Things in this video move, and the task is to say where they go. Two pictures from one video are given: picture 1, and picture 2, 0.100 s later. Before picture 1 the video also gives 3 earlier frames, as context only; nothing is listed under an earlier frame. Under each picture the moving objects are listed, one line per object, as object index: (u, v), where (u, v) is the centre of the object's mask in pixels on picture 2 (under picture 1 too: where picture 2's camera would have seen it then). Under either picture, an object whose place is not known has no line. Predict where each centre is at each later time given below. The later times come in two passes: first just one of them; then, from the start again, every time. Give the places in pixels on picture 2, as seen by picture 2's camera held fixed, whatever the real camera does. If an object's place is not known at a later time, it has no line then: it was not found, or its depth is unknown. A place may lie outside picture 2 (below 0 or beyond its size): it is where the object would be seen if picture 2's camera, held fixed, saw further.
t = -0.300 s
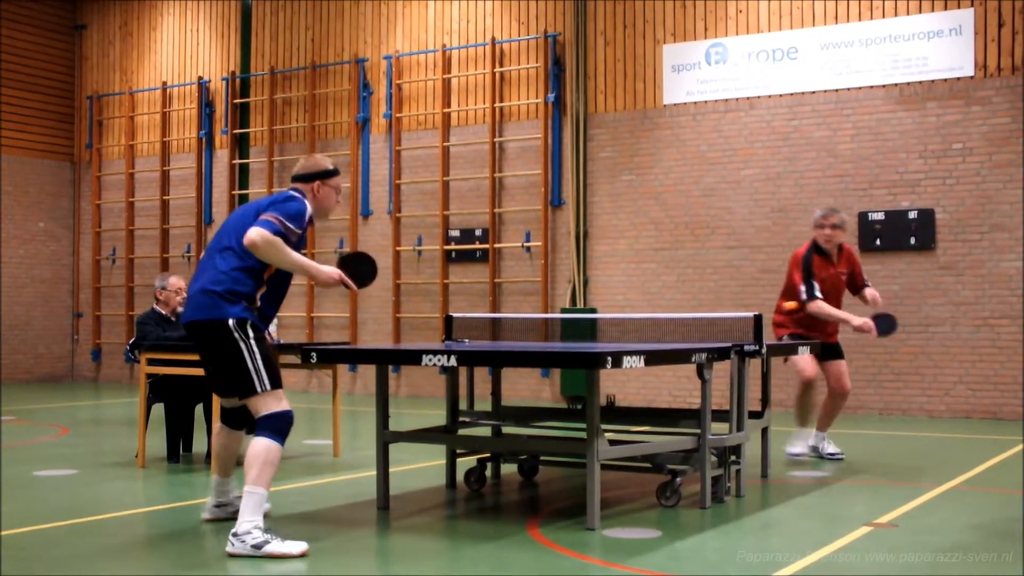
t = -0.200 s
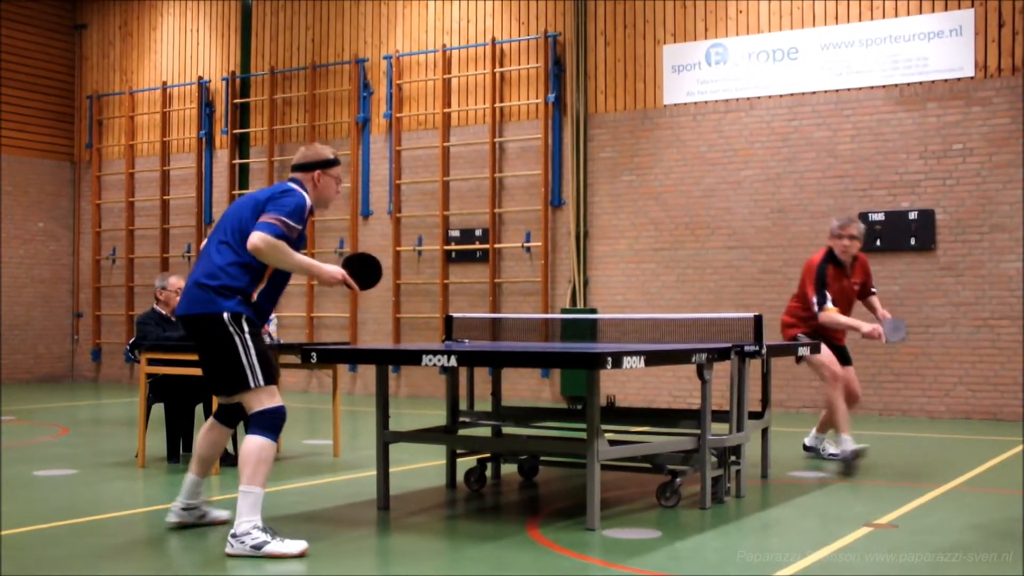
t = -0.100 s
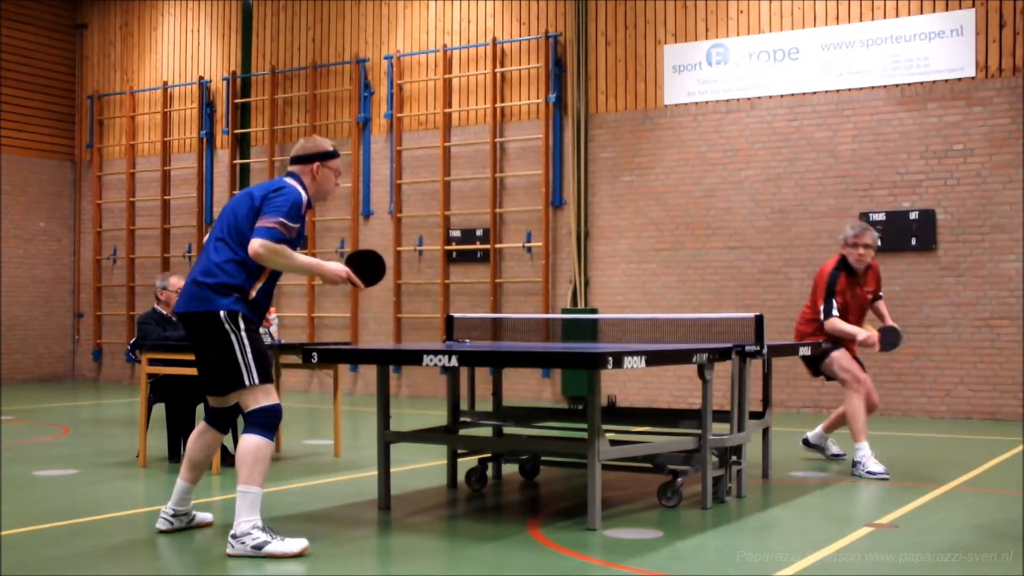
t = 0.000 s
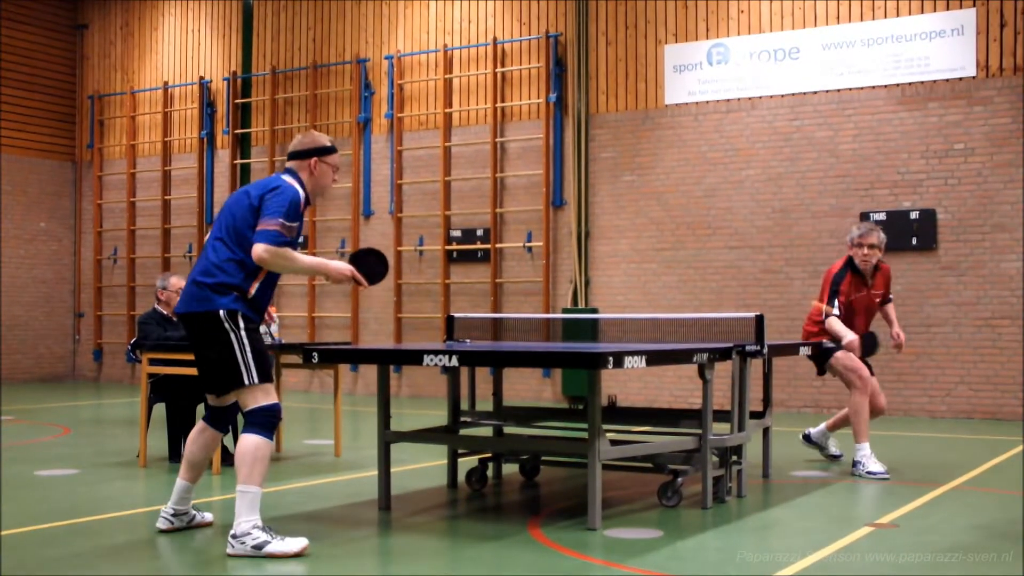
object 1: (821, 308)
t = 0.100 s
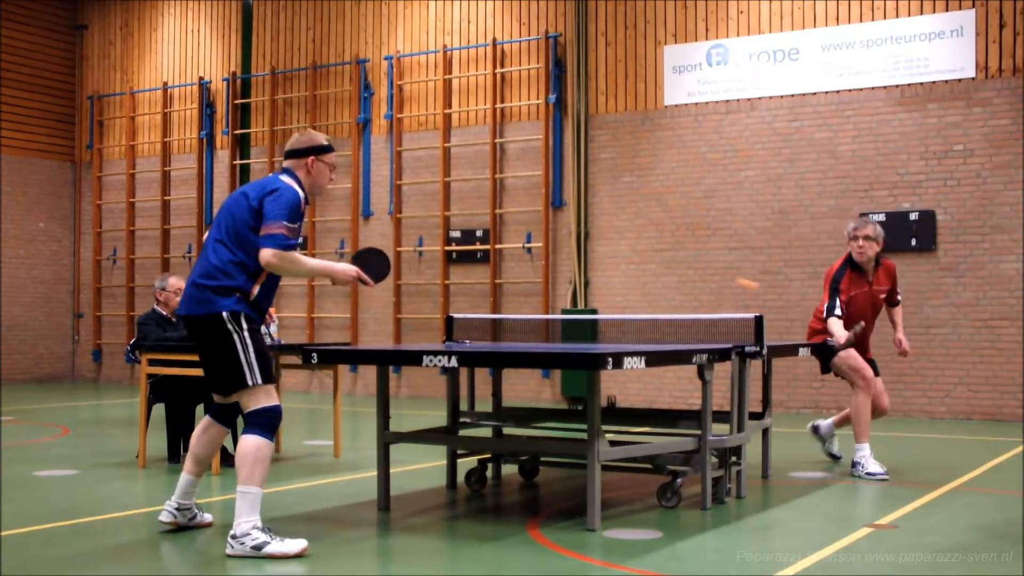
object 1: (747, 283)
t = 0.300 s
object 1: (595, 293)
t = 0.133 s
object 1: (723, 280)
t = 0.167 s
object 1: (697, 277)
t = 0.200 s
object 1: (672, 278)
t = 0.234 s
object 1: (647, 279)
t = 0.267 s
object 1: (621, 285)
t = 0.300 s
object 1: (595, 293)
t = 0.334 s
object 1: (569, 303)
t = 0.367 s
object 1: (543, 314)
